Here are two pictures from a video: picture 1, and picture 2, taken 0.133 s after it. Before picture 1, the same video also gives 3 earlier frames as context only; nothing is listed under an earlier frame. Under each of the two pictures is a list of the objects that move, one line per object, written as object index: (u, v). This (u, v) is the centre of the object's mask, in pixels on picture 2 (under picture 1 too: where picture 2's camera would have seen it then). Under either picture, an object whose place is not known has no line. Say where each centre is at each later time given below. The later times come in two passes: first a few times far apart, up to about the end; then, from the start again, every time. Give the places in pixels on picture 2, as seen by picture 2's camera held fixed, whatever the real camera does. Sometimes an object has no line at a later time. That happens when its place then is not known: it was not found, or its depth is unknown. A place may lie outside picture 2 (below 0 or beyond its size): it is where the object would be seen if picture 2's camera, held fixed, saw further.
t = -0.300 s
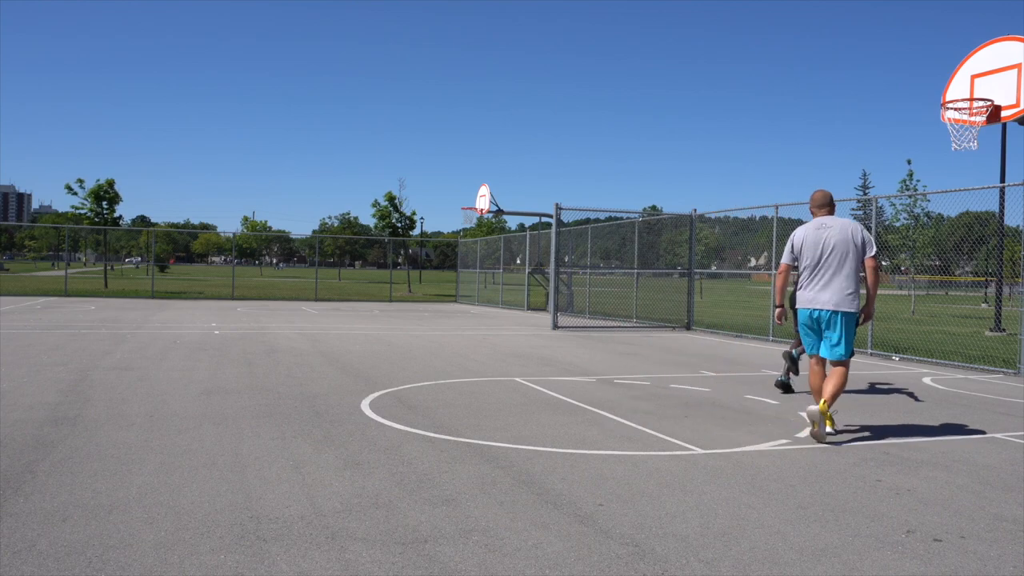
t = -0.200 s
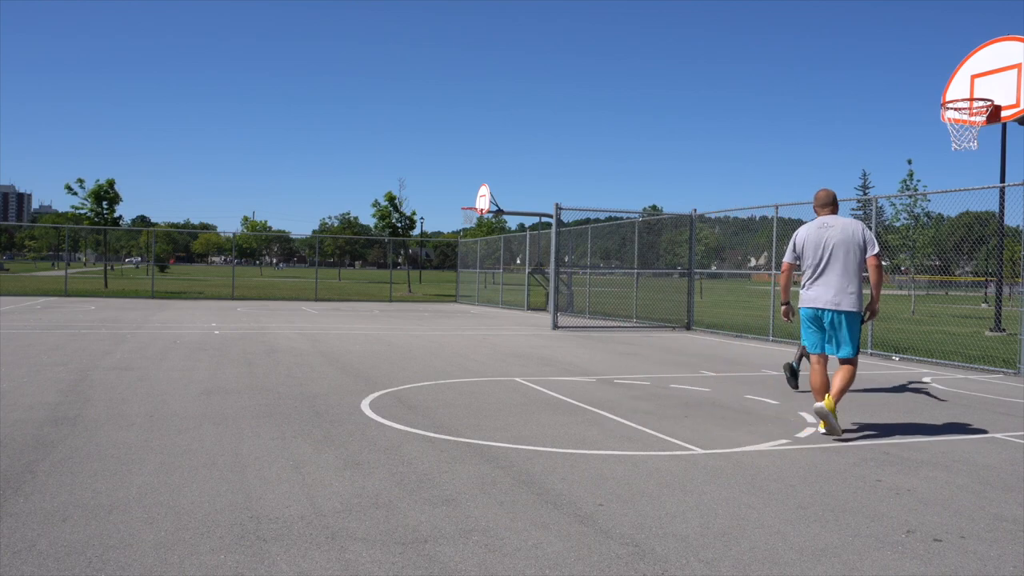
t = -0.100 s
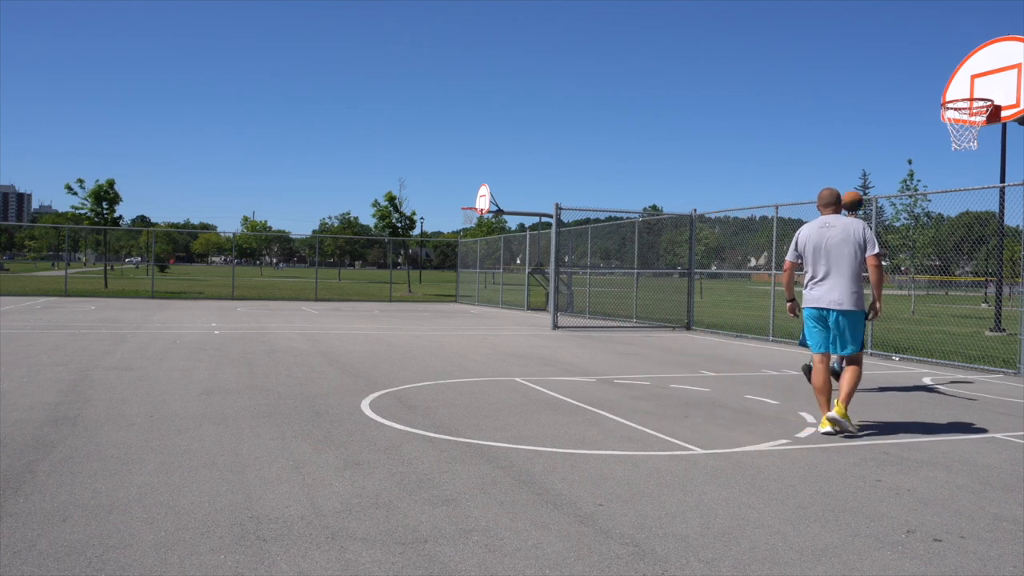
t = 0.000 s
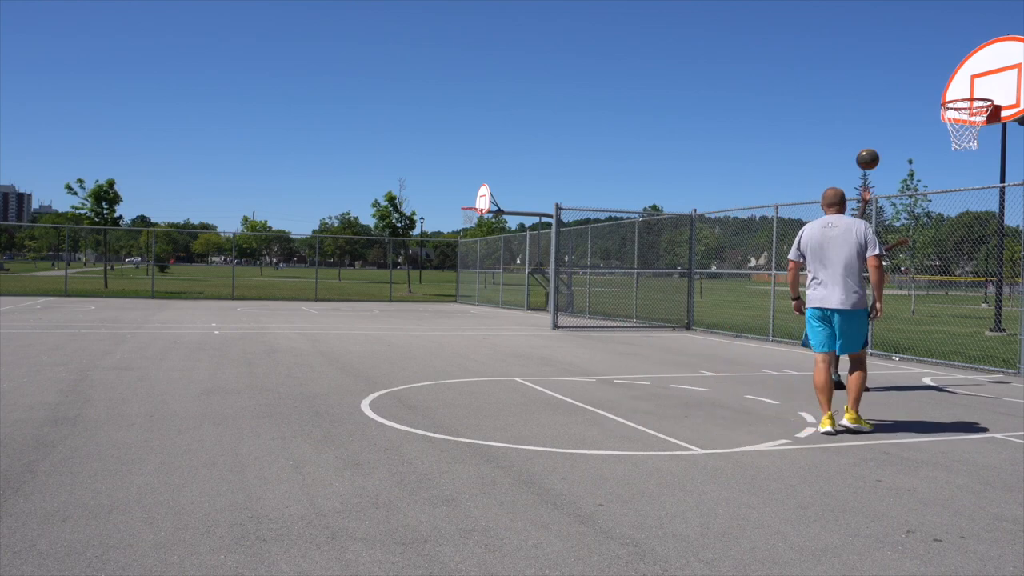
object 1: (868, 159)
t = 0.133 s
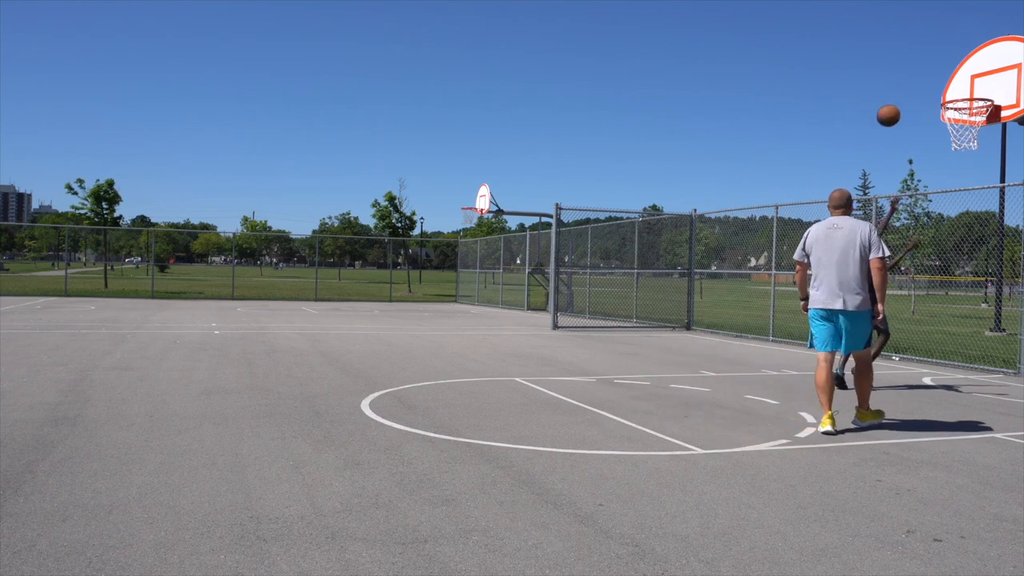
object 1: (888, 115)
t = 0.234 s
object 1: (904, 92)
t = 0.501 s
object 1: (946, 73)
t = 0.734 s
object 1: (979, 86)
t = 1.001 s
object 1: (990, 75)
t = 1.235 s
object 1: (991, 78)
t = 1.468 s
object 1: (988, 87)
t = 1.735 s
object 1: (967, 88)
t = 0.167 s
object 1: (893, 107)
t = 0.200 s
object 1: (899, 99)
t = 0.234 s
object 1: (904, 92)
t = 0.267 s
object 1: (909, 86)
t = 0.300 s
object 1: (915, 82)
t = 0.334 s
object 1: (920, 78)
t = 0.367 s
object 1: (925, 75)
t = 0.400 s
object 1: (931, 73)
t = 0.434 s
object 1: (936, 72)
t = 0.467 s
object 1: (941, 72)
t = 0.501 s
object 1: (946, 73)
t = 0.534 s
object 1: (952, 76)
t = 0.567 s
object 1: (957, 79)
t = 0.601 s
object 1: (962, 83)
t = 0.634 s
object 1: (967, 88)
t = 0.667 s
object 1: (972, 95)
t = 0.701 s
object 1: (976, 89)
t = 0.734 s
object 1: (979, 86)
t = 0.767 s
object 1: (982, 81)
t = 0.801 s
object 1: (985, 78)
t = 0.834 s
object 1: (988, 75)
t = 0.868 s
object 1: (989, 73)
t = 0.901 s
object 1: (990, 72)
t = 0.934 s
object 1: (990, 72)
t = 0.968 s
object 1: (990, 73)
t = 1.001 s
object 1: (990, 75)
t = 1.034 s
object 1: (991, 78)
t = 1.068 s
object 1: (991, 83)
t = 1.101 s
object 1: (991, 87)
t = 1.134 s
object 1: (991, 88)
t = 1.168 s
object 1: (991, 84)
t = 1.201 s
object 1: (991, 81)
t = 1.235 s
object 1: (991, 78)
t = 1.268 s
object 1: (990, 76)
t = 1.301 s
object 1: (990, 75)
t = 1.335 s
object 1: (990, 76)
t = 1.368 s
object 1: (989, 77)
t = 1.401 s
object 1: (989, 80)
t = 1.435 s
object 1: (988, 83)
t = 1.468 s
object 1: (988, 87)
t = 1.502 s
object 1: (986, 86)
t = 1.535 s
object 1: (983, 84)
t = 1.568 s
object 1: (980, 82)
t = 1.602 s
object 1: (978, 82)
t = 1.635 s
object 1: (975, 82)
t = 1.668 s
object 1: (972, 83)
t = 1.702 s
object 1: (970, 86)
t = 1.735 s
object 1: (967, 88)
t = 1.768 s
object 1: (964, 91)
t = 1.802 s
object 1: (961, 94)
